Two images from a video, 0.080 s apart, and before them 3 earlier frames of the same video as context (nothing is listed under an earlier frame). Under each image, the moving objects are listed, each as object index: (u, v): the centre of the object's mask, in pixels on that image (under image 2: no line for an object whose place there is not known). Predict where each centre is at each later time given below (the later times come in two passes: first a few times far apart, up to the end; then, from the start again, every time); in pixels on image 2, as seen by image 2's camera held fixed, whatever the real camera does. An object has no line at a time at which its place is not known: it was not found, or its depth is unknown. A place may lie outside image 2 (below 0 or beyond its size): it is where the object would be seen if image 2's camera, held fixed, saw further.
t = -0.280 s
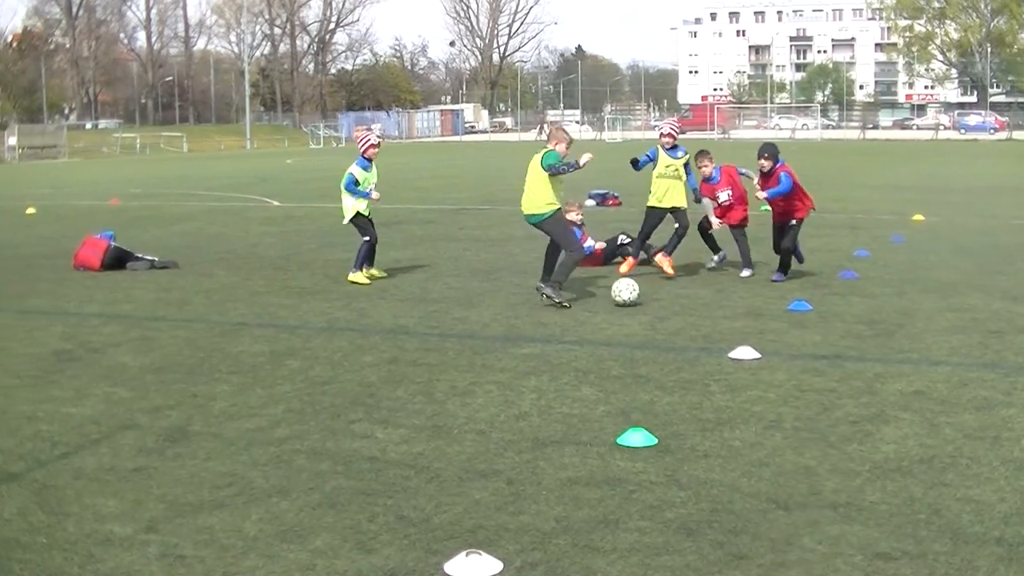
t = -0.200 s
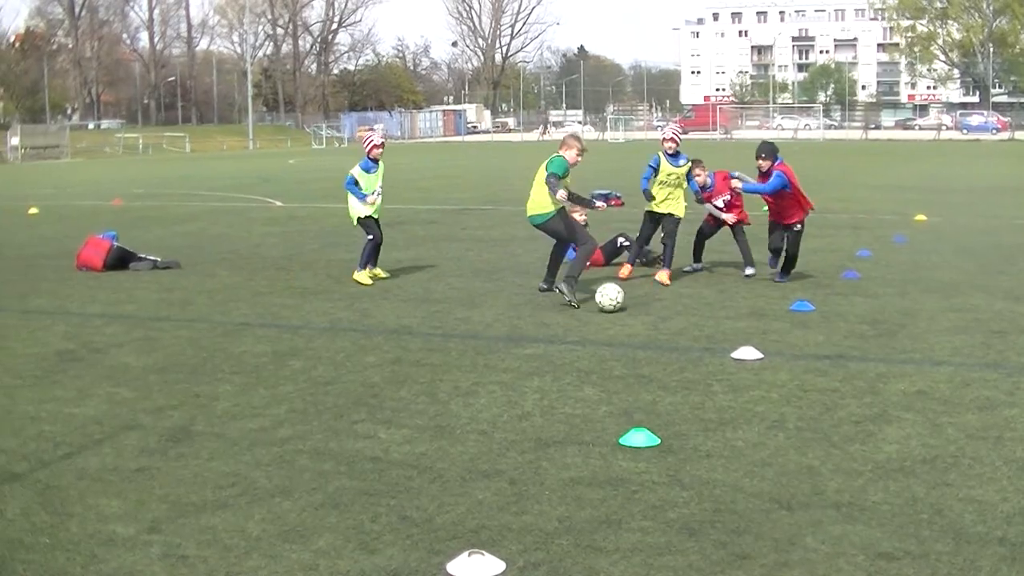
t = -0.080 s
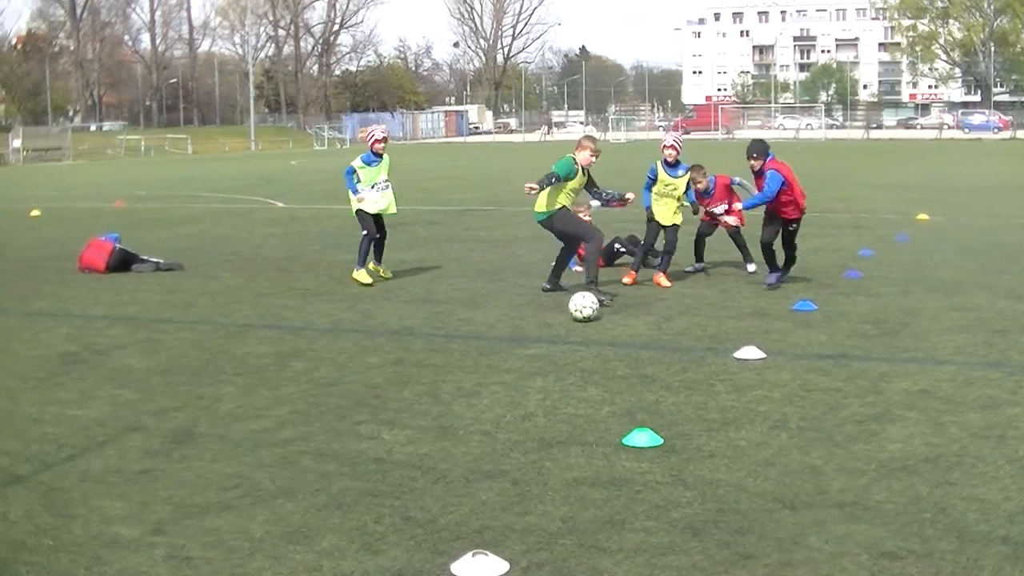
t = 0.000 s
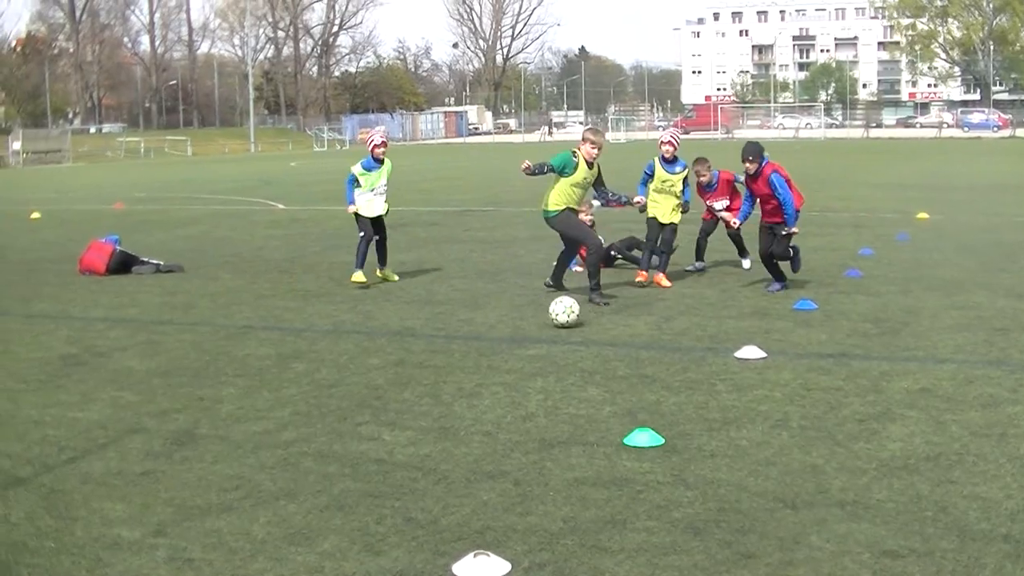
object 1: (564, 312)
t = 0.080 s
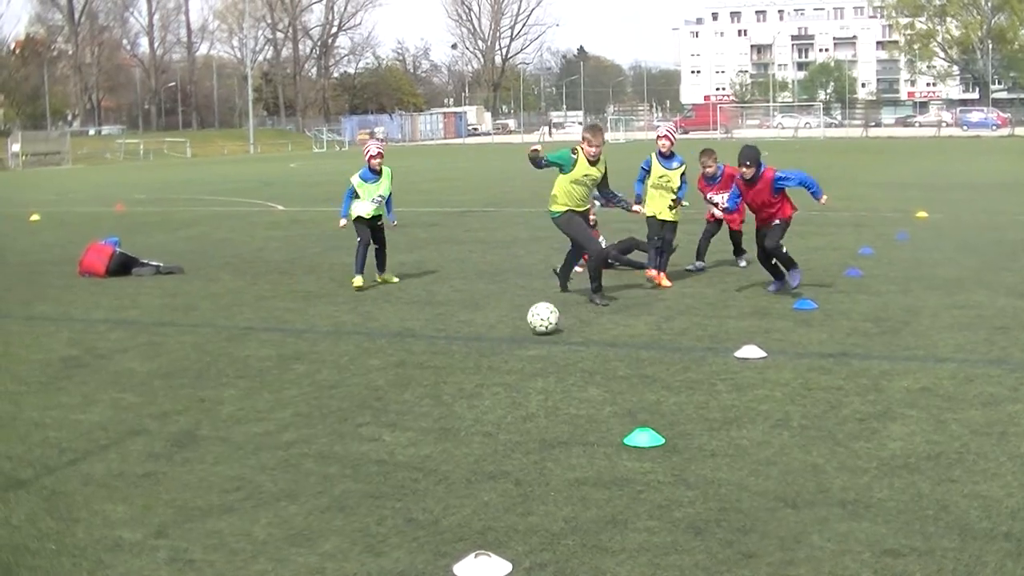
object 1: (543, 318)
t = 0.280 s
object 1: (488, 335)
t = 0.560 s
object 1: (400, 362)
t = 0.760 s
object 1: (328, 385)
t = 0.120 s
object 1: (532, 322)
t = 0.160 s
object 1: (522, 325)
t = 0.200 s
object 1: (511, 328)
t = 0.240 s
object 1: (500, 333)
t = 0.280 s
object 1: (488, 335)
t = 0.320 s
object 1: (477, 339)
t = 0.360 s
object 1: (464, 342)
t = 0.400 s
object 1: (452, 346)
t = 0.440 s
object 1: (440, 350)
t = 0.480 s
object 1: (427, 354)
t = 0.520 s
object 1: (413, 358)
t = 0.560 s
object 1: (400, 362)
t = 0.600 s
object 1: (387, 367)
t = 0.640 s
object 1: (372, 372)
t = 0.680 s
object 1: (358, 376)
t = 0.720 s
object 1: (343, 380)
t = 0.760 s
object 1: (328, 385)
